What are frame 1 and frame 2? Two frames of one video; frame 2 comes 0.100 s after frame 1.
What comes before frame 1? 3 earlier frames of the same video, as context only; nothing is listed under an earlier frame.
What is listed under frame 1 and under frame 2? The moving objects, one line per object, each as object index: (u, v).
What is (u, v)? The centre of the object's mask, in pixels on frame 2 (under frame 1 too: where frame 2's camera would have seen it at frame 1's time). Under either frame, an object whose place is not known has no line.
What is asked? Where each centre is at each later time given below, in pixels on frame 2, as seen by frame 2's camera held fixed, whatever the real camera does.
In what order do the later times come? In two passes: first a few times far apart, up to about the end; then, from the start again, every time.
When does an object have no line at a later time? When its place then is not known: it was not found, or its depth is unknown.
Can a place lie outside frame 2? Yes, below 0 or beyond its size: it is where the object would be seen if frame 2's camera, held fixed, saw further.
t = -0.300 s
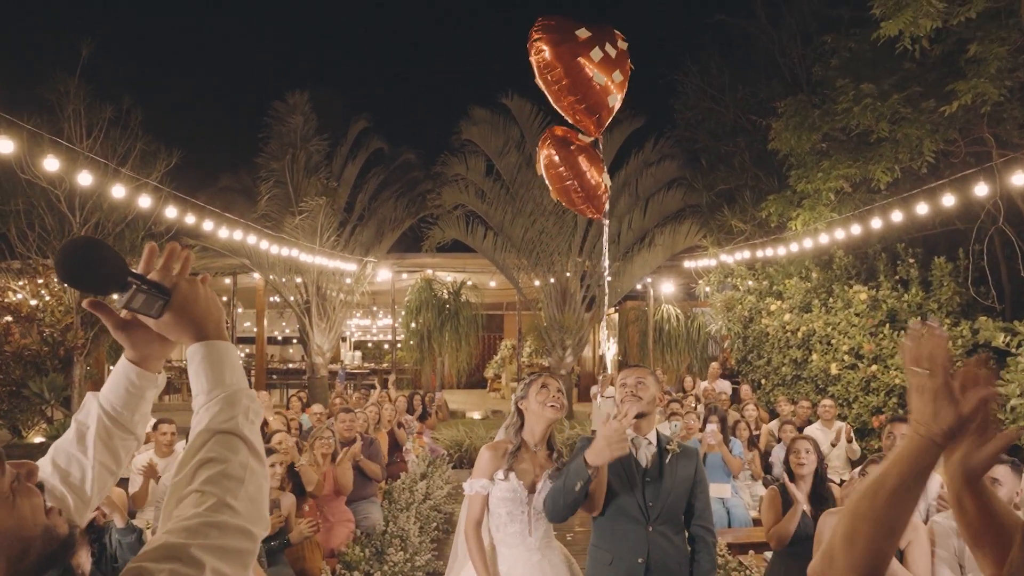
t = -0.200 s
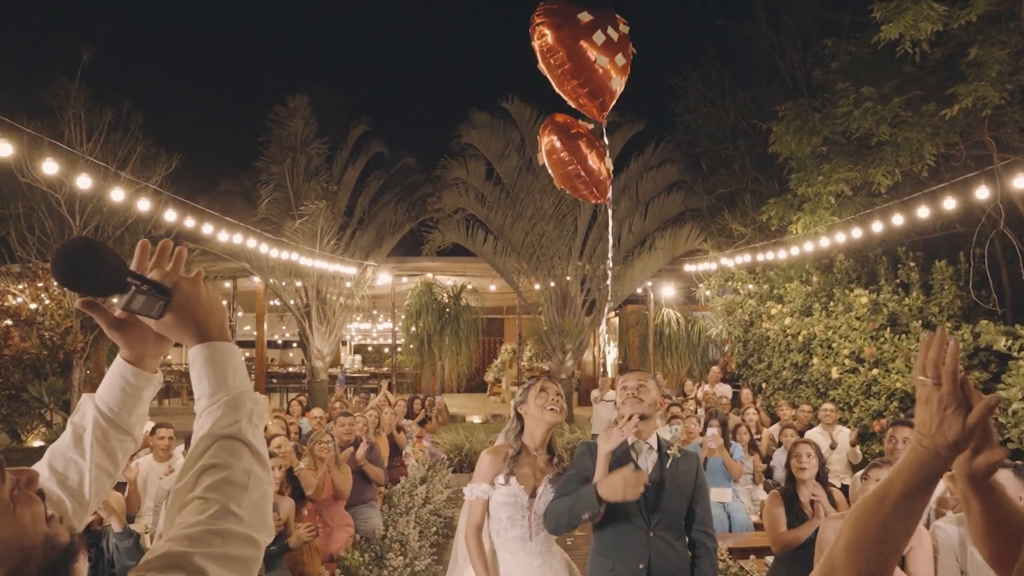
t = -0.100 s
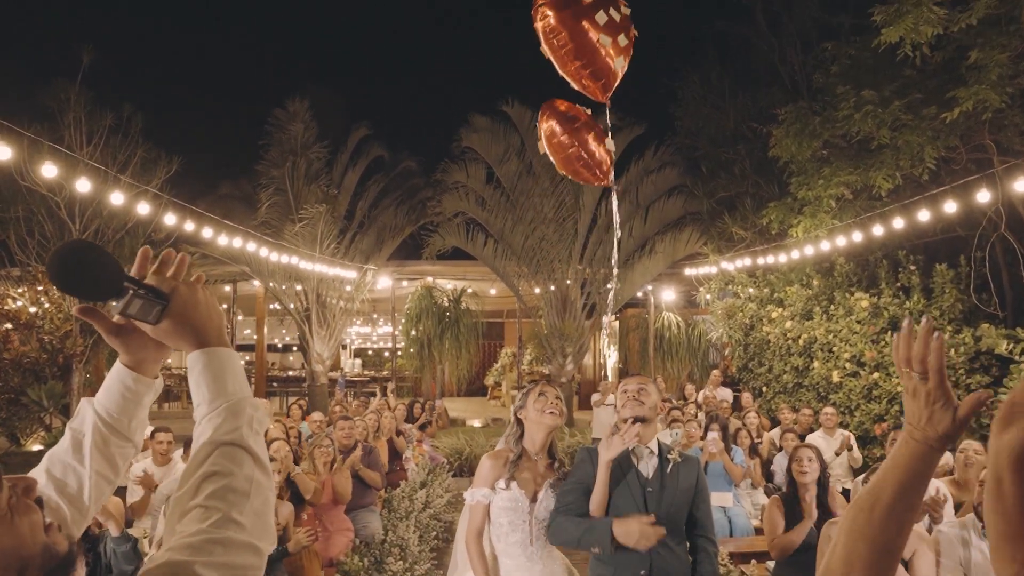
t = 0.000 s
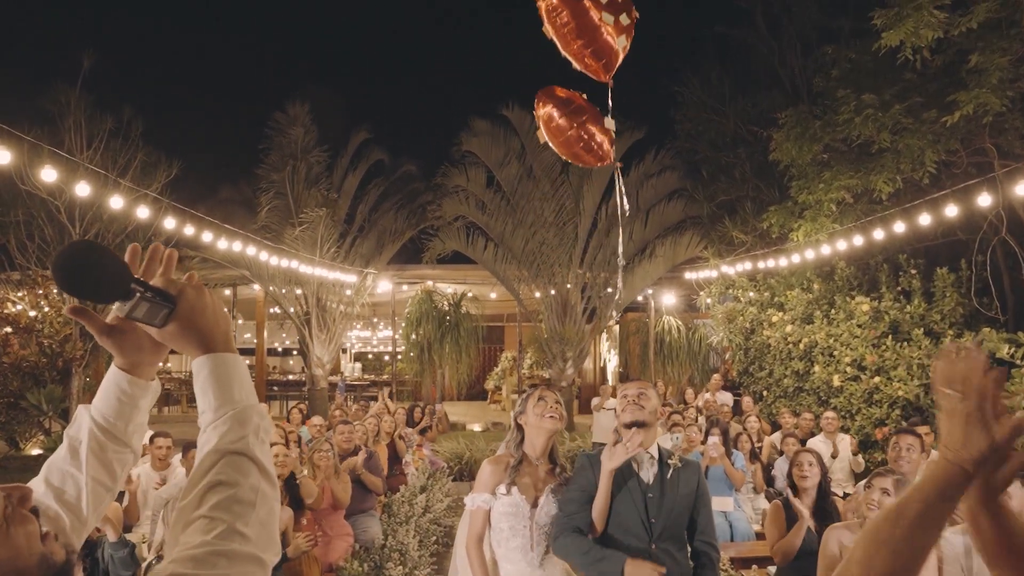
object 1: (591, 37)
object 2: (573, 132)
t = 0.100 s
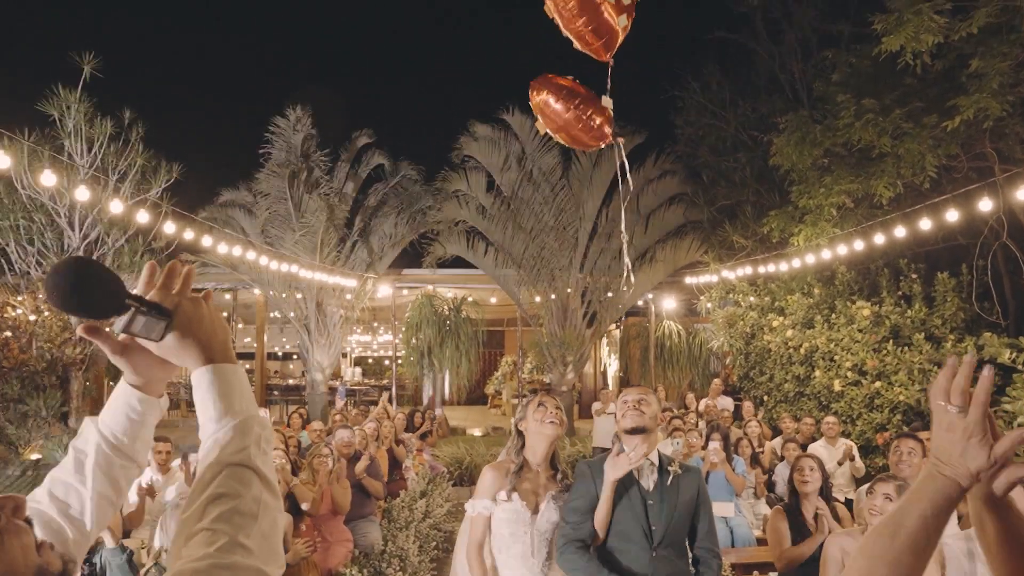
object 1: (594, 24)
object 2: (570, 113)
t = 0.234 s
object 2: (565, 89)
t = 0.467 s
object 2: (559, 46)
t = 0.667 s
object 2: (559, 2)
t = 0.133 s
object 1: (594, 19)
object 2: (569, 107)
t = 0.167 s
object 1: (595, 14)
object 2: (568, 101)
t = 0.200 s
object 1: (595, 10)
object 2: (566, 95)
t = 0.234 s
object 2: (565, 89)
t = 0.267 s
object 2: (564, 83)
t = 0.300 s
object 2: (563, 78)
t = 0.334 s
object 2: (562, 72)
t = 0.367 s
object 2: (561, 66)
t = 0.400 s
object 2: (560, 60)
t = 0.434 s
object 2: (559, 54)
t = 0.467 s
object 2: (559, 46)
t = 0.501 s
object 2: (559, 40)
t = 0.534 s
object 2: (559, 32)
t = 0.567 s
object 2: (559, 25)
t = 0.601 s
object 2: (559, 17)
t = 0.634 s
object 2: (559, 10)
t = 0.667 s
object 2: (559, 2)
